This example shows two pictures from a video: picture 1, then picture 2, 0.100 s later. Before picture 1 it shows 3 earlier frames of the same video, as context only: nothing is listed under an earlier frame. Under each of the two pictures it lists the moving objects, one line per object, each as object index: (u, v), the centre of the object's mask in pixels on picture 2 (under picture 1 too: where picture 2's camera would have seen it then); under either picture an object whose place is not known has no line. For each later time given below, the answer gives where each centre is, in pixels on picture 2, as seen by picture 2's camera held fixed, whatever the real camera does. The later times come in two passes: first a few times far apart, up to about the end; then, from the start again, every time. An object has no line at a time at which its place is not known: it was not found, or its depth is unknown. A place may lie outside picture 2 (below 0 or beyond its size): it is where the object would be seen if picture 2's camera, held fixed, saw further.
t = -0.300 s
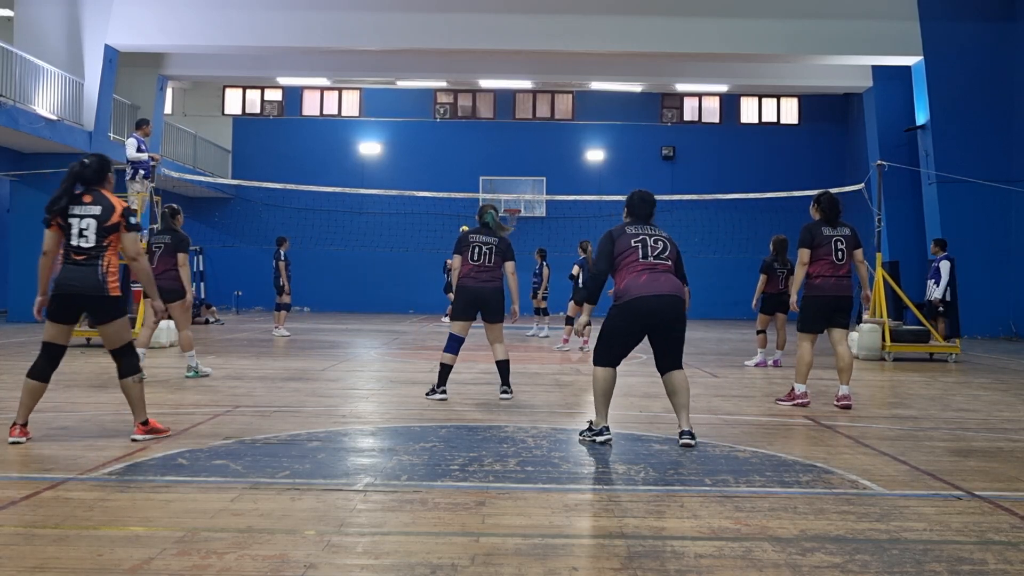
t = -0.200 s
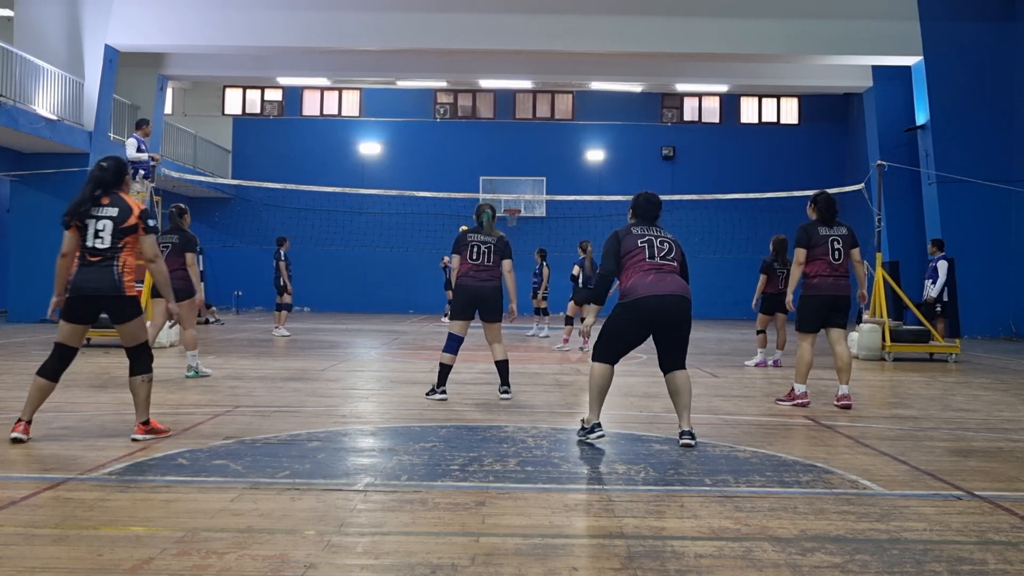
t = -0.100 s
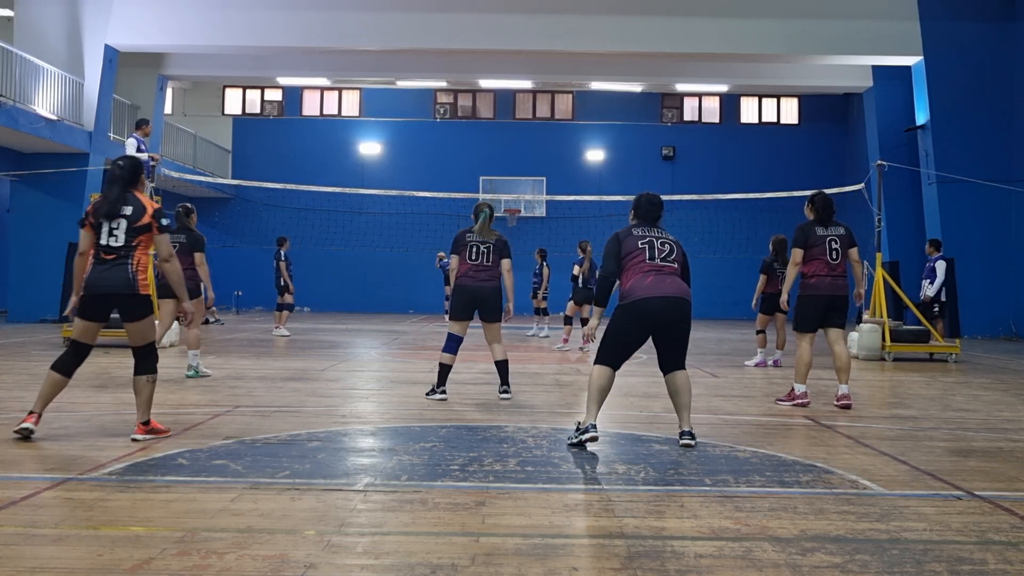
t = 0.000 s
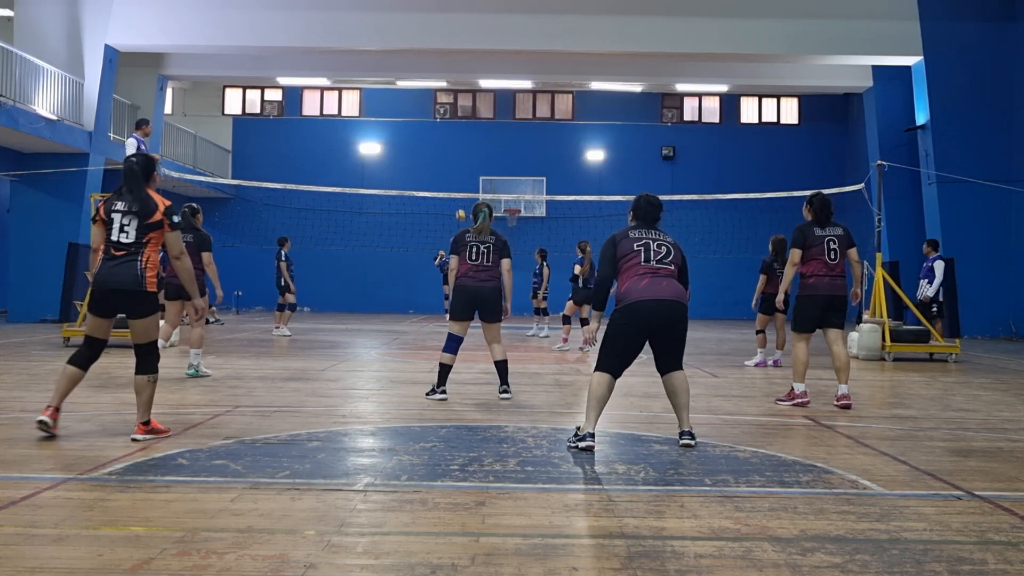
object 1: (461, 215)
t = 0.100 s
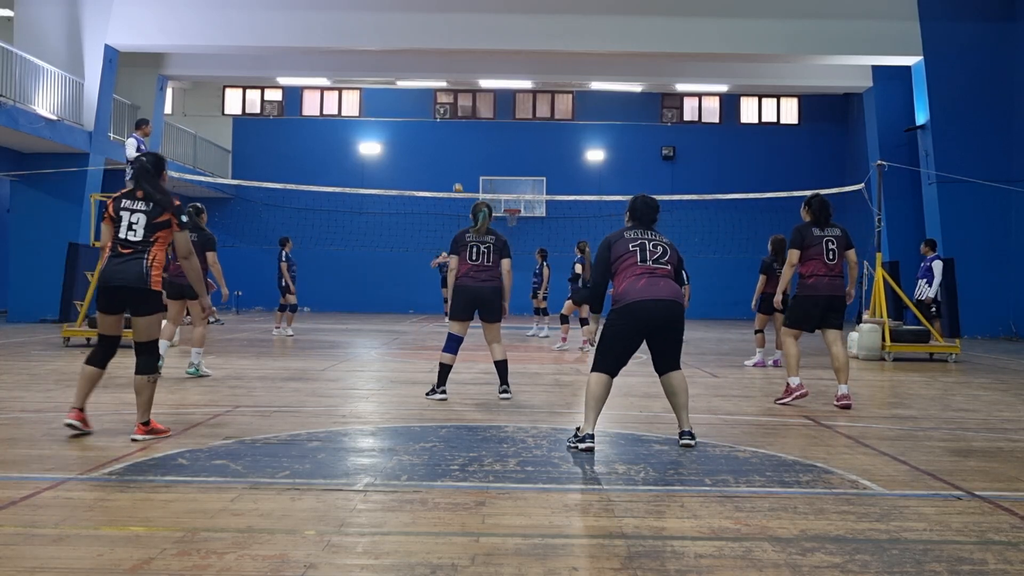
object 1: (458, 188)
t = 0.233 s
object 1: (456, 159)
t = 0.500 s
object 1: (452, 121)
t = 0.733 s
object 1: (448, 114)
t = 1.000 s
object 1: (436, 157)
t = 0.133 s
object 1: (457, 181)
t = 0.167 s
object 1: (456, 173)
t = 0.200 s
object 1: (456, 166)
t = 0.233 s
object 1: (456, 159)
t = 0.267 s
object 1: (455, 152)
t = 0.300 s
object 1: (455, 146)
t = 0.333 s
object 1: (454, 141)
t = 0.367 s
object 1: (454, 135)
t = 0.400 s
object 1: (454, 131)
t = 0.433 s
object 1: (453, 127)
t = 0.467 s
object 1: (453, 124)
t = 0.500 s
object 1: (452, 121)
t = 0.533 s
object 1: (452, 118)
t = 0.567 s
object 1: (451, 115)
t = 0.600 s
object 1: (450, 114)
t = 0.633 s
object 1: (450, 113)
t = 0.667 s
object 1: (450, 112)
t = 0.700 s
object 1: (449, 113)
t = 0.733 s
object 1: (448, 114)
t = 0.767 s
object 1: (447, 117)
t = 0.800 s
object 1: (446, 120)
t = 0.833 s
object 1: (445, 124)
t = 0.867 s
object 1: (444, 129)
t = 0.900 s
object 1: (442, 134)
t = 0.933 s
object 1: (440, 141)
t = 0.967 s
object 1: (438, 149)
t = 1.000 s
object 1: (436, 157)
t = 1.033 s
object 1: (434, 167)
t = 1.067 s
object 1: (431, 178)
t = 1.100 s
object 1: (429, 190)
